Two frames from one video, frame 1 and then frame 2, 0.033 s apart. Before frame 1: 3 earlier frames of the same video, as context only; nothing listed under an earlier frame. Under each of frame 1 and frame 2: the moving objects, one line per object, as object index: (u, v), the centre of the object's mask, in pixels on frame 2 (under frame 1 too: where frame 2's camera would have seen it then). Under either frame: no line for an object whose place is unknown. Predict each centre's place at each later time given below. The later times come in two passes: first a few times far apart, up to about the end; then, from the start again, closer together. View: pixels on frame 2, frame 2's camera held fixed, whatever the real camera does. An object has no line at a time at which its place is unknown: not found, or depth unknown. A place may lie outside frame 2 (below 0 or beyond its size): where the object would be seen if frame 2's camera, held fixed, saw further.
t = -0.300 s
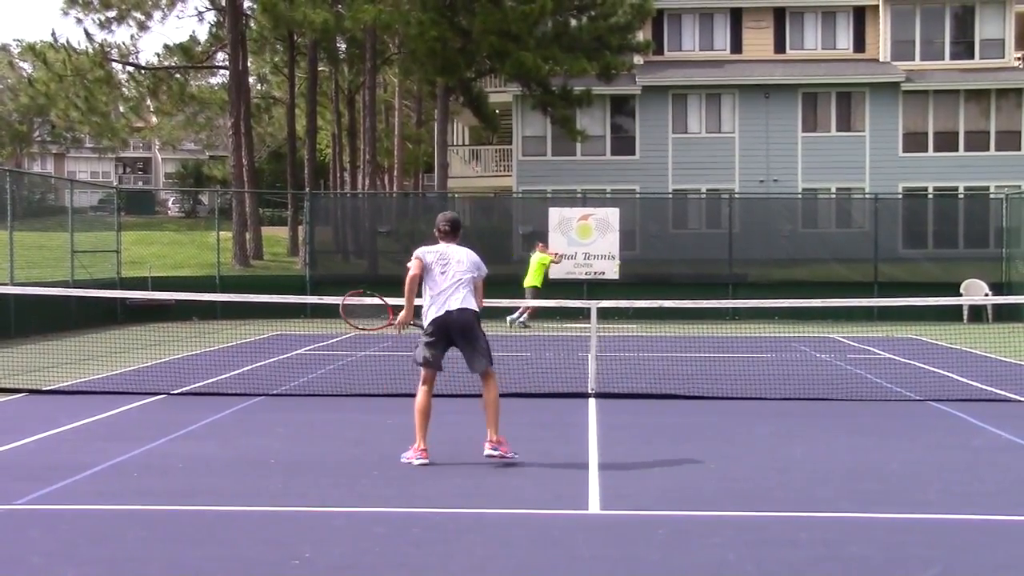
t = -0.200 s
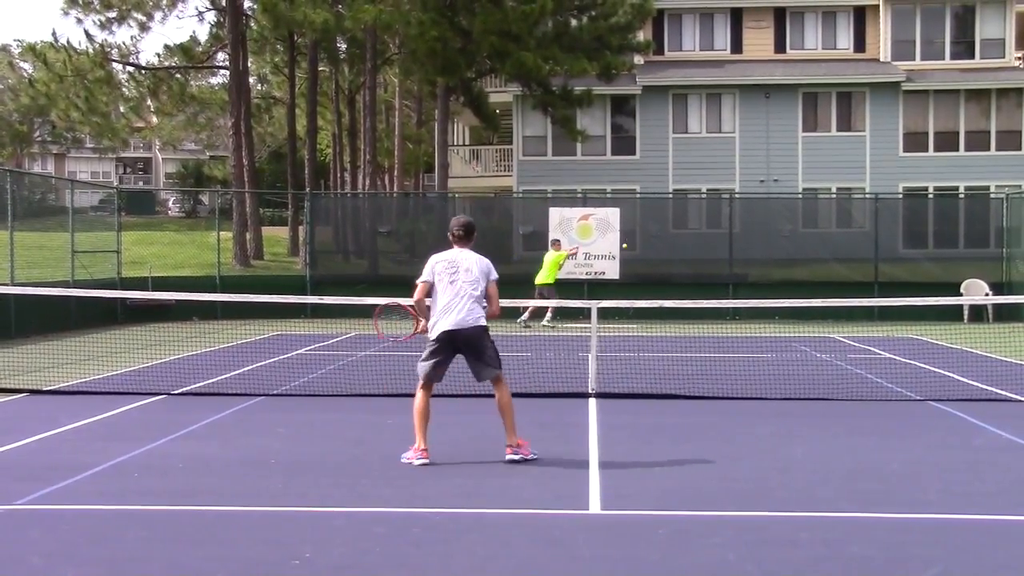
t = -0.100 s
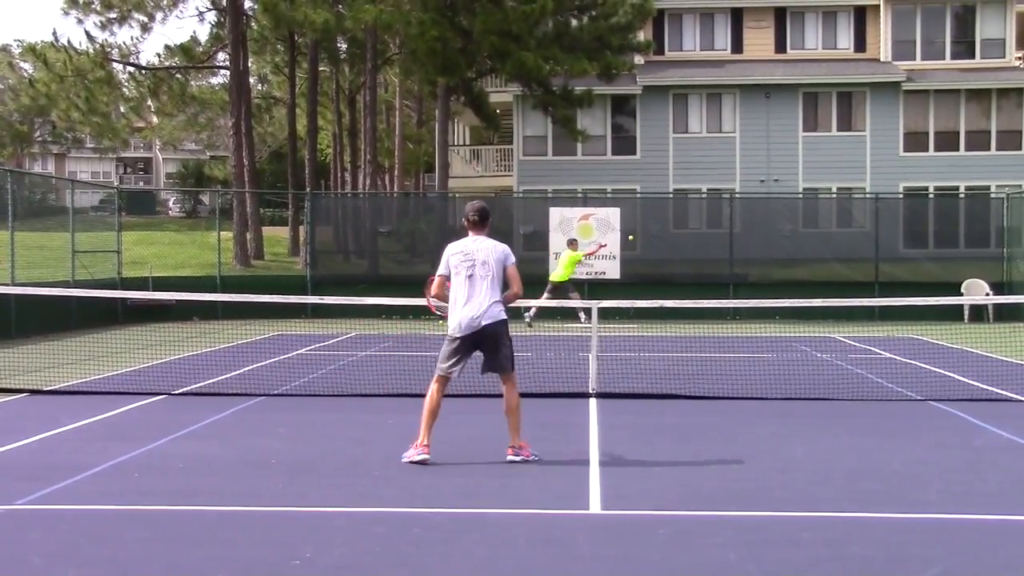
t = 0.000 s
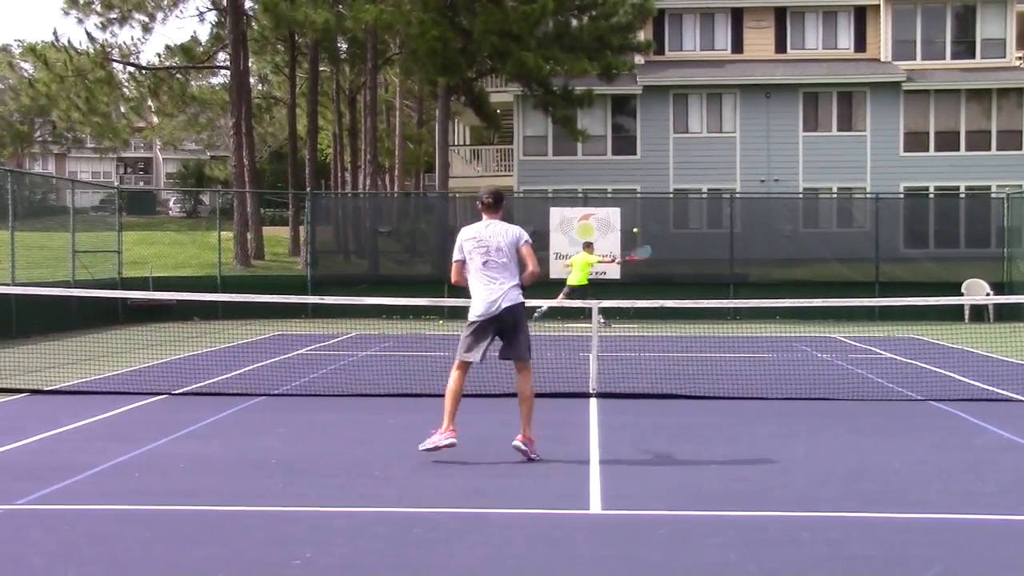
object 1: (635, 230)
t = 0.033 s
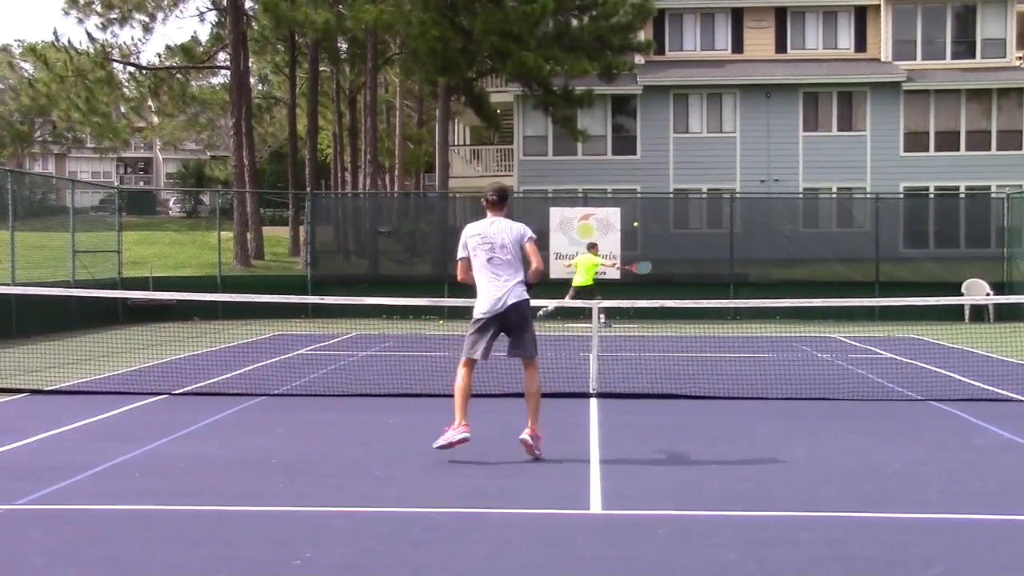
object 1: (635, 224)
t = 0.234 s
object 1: (639, 194)
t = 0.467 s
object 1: (643, 173)
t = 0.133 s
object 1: (637, 208)
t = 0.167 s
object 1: (638, 203)
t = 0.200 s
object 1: (639, 198)
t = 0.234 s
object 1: (639, 194)
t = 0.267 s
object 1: (640, 189)
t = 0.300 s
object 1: (641, 186)
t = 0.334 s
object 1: (642, 183)
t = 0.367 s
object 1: (642, 179)
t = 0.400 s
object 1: (642, 177)
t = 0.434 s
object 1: (643, 175)
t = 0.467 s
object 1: (643, 173)
